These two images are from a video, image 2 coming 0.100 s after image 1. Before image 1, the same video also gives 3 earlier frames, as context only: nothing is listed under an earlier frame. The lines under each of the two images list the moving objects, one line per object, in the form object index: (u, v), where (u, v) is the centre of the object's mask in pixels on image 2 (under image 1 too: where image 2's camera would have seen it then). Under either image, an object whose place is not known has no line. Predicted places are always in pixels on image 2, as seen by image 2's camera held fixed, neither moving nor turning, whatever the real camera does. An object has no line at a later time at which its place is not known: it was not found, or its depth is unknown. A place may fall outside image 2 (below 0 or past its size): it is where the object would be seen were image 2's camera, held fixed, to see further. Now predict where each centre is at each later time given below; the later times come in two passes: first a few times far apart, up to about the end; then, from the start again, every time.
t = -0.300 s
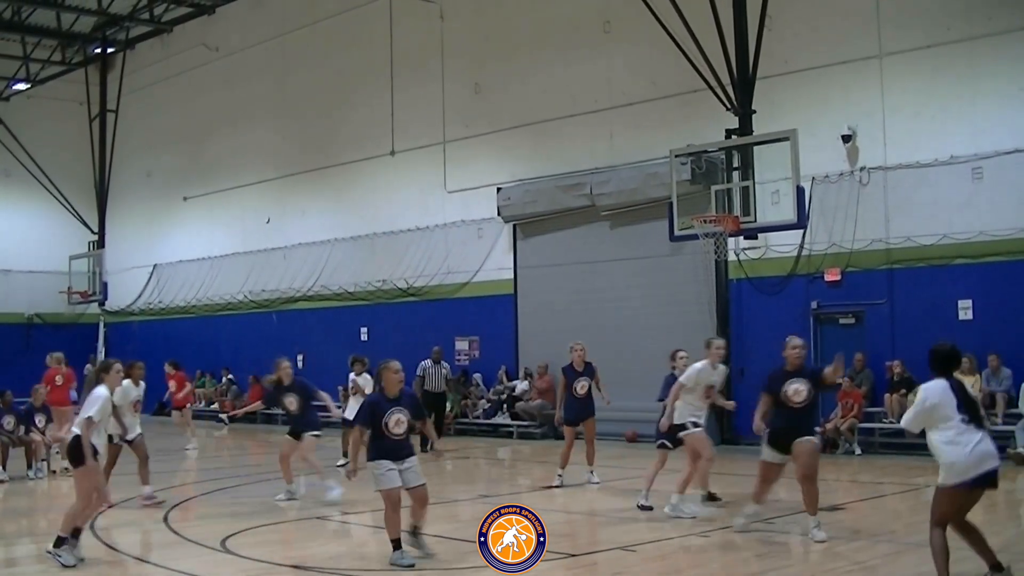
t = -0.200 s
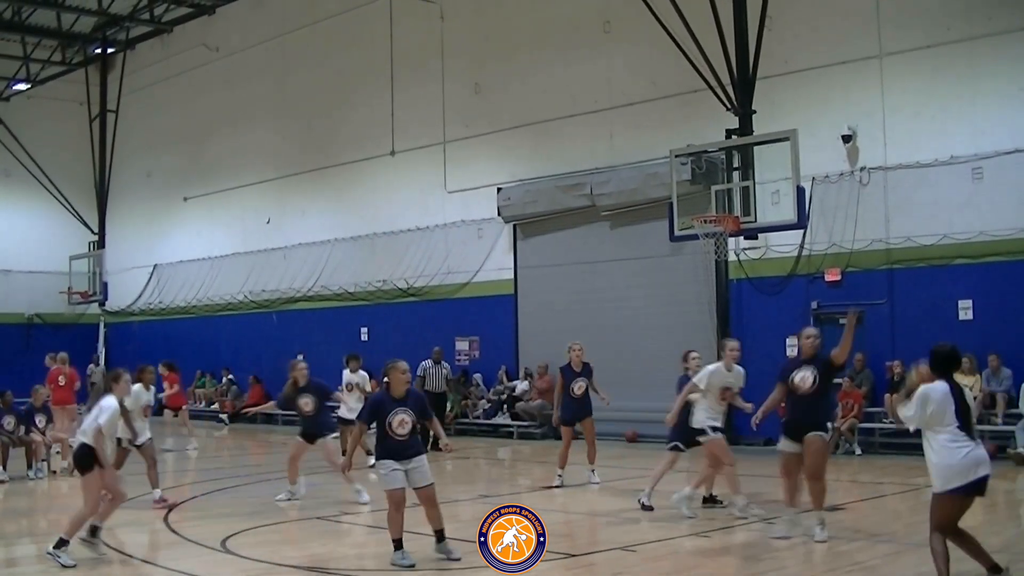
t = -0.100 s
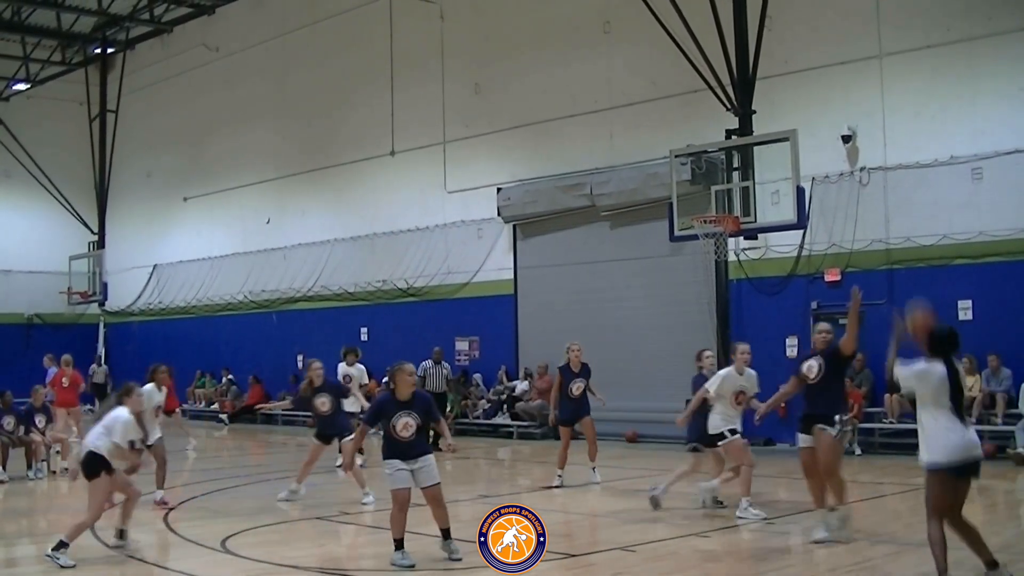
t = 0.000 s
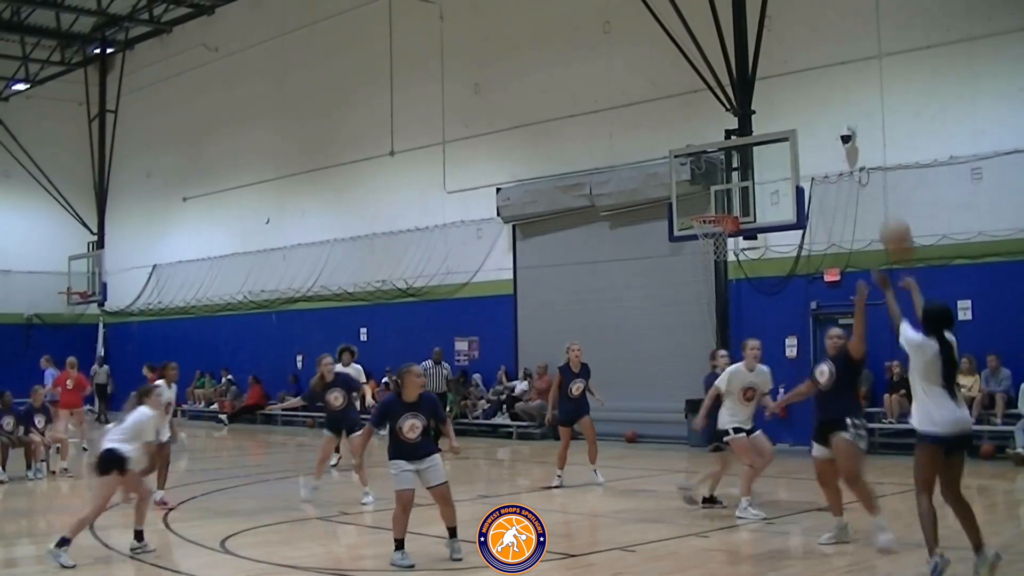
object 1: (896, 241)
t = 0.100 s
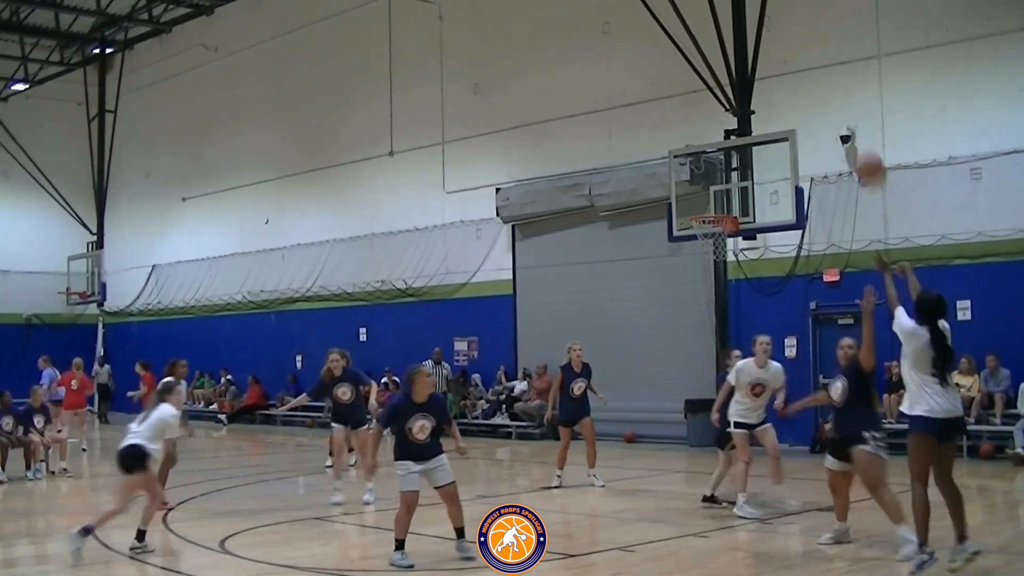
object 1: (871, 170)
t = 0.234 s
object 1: (839, 106)
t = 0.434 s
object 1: (802, 60)
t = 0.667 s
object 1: (770, 64)
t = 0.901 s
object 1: (745, 117)
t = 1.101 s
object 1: (728, 194)
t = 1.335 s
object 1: (733, 153)
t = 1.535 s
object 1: (736, 130)
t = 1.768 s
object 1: (730, 139)
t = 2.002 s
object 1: (725, 194)
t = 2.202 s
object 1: (702, 205)
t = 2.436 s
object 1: (713, 187)
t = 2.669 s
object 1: (726, 202)
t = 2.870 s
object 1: (720, 198)
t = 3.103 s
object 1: (710, 210)
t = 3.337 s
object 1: (703, 254)
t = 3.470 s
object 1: (703, 288)
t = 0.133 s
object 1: (862, 150)
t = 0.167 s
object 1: (854, 133)
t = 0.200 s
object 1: (847, 119)
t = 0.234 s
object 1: (839, 106)
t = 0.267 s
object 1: (833, 95)
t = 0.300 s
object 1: (826, 84)
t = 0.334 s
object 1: (820, 77)
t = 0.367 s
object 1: (814, 70)
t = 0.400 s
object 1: (808, 64)
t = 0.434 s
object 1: (802, 60)
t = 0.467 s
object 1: (797, 57)
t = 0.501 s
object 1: (792, 55)
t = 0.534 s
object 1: (787, 55)
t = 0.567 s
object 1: (782, 55)
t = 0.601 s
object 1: (777, 57)
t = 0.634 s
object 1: (773, 60)
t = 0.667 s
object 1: (770, 64)
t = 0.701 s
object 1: (766, 69)
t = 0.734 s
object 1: (762, 75)
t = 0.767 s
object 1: (758, 82)
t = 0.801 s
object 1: (754, 89)
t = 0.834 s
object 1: (751, 97)
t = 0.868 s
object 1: (748, 107)
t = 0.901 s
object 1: (745, 117)
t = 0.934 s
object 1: (742, 126)
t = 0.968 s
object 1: (739, 140)
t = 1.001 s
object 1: (736, 153)
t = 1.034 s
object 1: (734, 165)
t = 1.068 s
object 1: (731, 179)
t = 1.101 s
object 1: (728, 194)
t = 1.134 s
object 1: (726, 206)
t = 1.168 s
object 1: (728, 198)
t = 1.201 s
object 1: (728, 186)
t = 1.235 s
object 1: (729, 176)
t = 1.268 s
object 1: (730, 168)
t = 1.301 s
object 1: (731, 160)
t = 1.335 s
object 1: (733, 153)
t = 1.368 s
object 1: (733, 147)
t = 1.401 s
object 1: (735, 142)
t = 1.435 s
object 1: (736, 139)
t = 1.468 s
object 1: (737, 135)
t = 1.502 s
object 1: (737, 132)
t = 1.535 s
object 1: (736, 130)
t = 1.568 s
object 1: (735, 128)
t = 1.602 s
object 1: (734, 128)
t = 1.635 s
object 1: (733, 128)
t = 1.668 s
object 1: (732, 129)
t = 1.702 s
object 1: (731, 131)
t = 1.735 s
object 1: (730, 134)
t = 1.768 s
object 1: (730, 139)
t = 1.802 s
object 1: (729, 143)
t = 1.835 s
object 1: (728, 149)
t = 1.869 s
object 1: (727, 155)
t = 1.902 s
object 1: (727, 163)
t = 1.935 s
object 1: (726, 172)
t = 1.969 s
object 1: (725, 181)
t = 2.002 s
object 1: (725, 194)
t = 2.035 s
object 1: (724, 205)
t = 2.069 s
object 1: (719, 208)
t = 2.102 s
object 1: (712, 209)
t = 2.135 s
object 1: (704, 212)
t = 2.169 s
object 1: (701, 211)
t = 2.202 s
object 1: (702, 205)
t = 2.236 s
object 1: (704, 200)
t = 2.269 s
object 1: (707, 195)
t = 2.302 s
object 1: (708, 192)
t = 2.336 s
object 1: (709, 190)
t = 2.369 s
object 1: (711, 188)
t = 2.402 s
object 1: (713, 187)
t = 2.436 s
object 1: (713, 187)
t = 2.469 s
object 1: (717, 188)
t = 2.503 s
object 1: (718, 190)
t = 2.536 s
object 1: (721, 194)
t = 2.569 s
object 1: (724, 198)
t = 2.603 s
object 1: (726, 202)
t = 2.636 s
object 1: (727, 204)
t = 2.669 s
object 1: (726, 202)
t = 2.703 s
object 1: (725, 199)
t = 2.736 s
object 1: (724, 198)
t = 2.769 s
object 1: (723, 197)
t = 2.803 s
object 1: (722, 197)
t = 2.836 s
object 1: (721, 197)
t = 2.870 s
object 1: (720, 198)
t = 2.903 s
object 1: (720, 201)
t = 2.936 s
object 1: (718, 204)
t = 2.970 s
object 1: (717, 207)
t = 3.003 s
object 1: (716, 208)
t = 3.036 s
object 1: (715, 208)
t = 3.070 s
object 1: (712, 209)
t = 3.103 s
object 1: (710, 210)
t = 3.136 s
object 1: (709, 211)
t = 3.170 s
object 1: (718, 229)
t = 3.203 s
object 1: (711, 228)
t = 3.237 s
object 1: (709, 231)
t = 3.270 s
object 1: (702, 241)
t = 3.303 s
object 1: (703, 246)
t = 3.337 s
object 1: (703, 254)
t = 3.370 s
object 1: (702, 261)
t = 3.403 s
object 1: (702, 269)
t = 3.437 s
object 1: (703, 278)
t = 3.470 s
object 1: (703, 288)
